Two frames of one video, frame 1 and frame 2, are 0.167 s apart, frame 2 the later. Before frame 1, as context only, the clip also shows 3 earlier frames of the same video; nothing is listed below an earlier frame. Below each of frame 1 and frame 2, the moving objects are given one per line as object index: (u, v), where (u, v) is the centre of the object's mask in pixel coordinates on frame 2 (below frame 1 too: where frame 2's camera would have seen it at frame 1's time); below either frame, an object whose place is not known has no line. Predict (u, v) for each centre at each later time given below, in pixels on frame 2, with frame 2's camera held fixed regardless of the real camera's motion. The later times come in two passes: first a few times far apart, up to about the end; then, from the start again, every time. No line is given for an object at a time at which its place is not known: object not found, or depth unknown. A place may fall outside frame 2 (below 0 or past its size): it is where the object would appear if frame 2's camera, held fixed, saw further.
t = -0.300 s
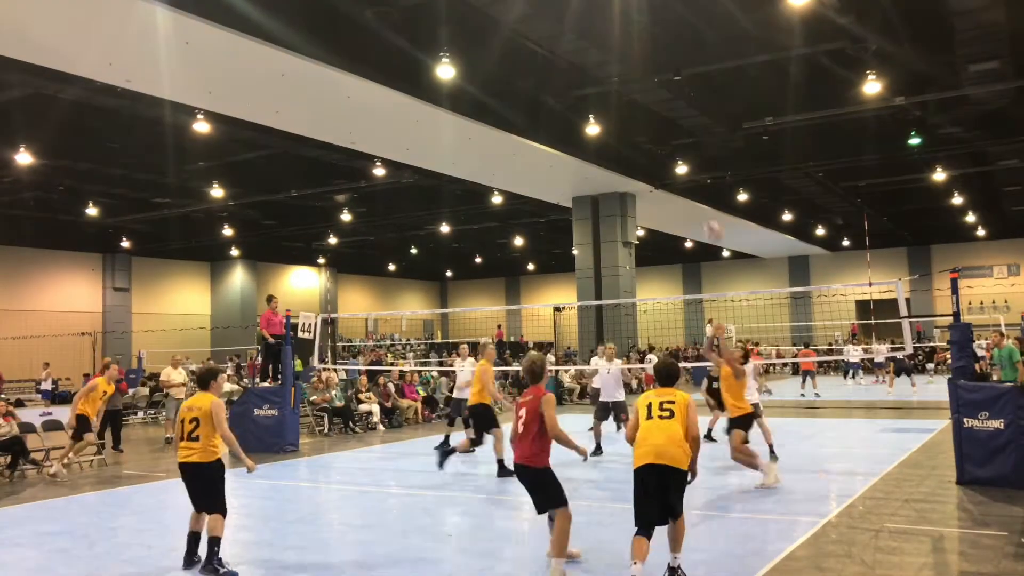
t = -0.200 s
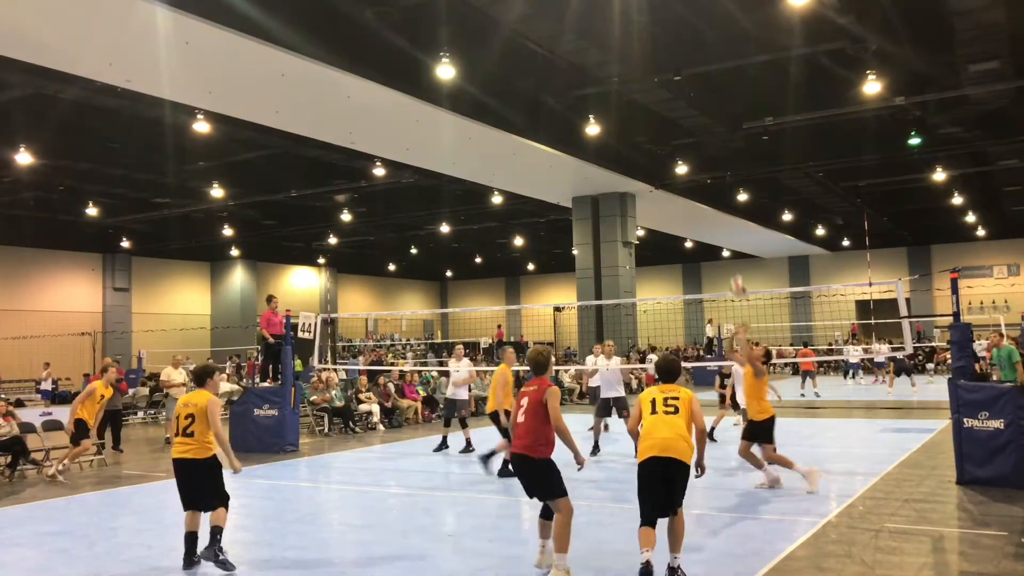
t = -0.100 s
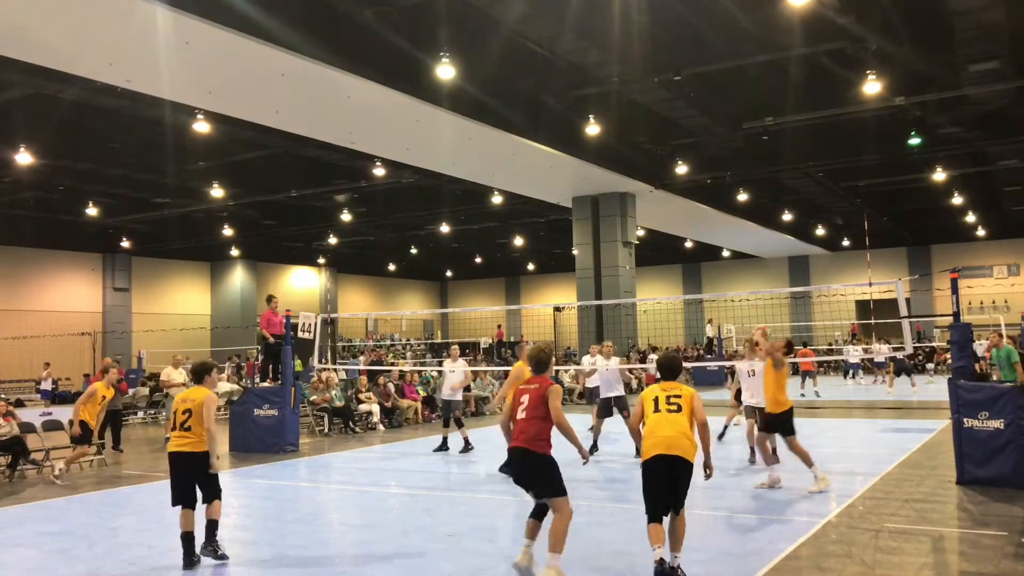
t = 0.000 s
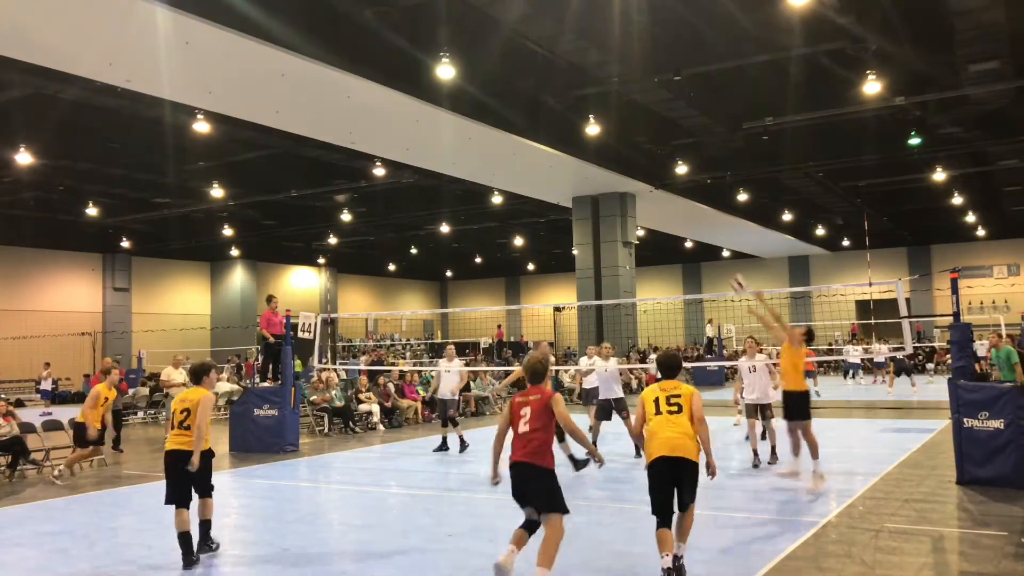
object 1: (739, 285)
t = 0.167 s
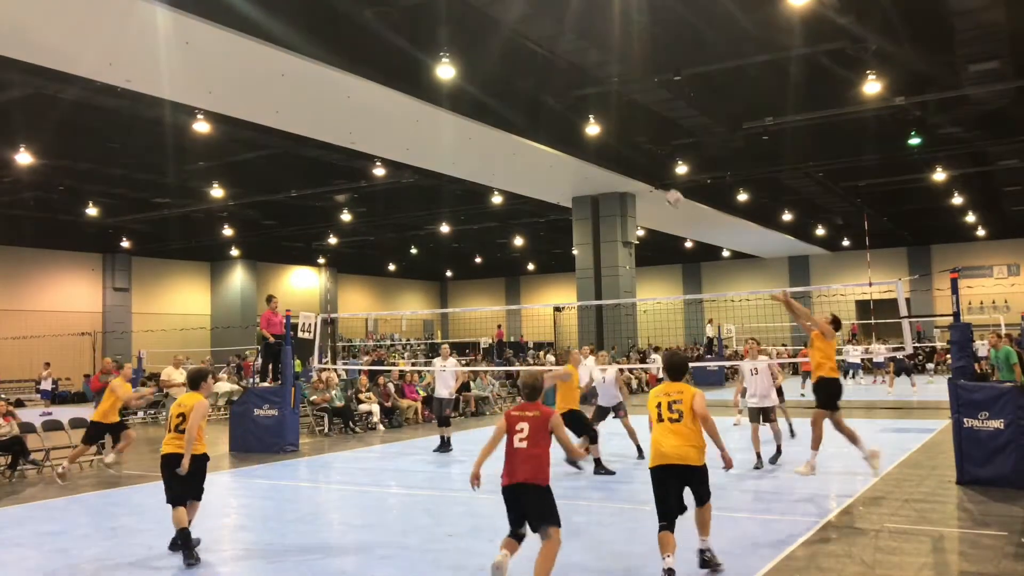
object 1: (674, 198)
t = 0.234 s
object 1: (652, 174)
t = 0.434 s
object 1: (588, 121)
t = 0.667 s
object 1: (524, 104)
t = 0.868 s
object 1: (476, 119)
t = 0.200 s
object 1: (663, 185)
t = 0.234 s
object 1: (652, 174)
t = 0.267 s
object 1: (640, 162)
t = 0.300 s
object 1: (630, 153)
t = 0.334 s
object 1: (619, 144)
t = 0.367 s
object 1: (609, 135)
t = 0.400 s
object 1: (600, 129)
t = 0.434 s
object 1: (588, 121)
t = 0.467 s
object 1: (579, 118)
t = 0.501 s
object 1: (569, 113)
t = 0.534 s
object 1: (560, 109)
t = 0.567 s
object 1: (551, 107)
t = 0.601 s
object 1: (542, 105)
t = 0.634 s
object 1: (533, 104)
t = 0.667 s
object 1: (524, 104)
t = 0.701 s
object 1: (515, 104)
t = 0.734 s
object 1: (507, 106)
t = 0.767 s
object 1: (499, 109)
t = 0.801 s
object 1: (491, 111)
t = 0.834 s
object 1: (483, 115)
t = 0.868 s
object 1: (476, 119)
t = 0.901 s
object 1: (468, 124)
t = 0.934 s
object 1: (460, 130)
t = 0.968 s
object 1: (454, 136)
